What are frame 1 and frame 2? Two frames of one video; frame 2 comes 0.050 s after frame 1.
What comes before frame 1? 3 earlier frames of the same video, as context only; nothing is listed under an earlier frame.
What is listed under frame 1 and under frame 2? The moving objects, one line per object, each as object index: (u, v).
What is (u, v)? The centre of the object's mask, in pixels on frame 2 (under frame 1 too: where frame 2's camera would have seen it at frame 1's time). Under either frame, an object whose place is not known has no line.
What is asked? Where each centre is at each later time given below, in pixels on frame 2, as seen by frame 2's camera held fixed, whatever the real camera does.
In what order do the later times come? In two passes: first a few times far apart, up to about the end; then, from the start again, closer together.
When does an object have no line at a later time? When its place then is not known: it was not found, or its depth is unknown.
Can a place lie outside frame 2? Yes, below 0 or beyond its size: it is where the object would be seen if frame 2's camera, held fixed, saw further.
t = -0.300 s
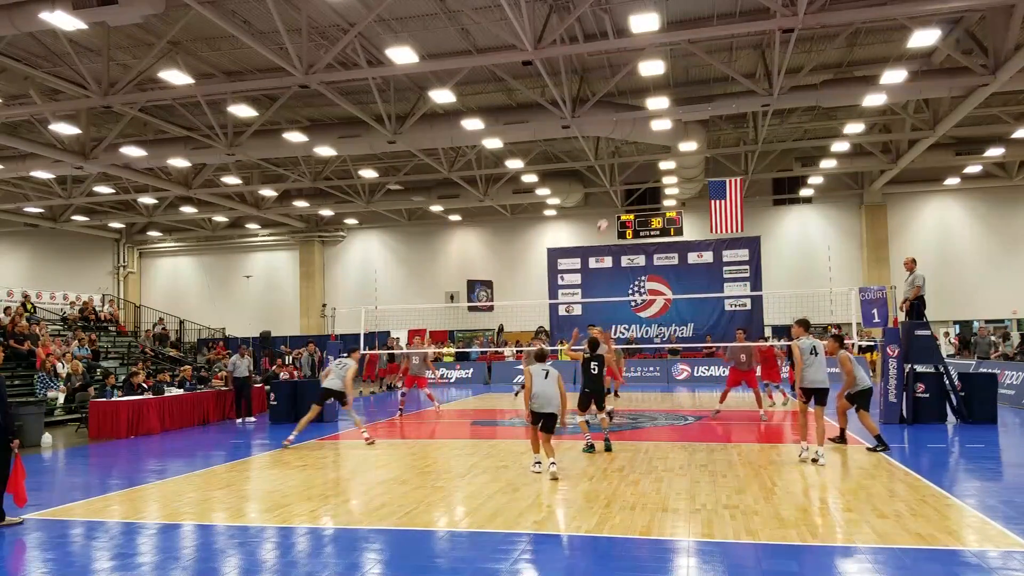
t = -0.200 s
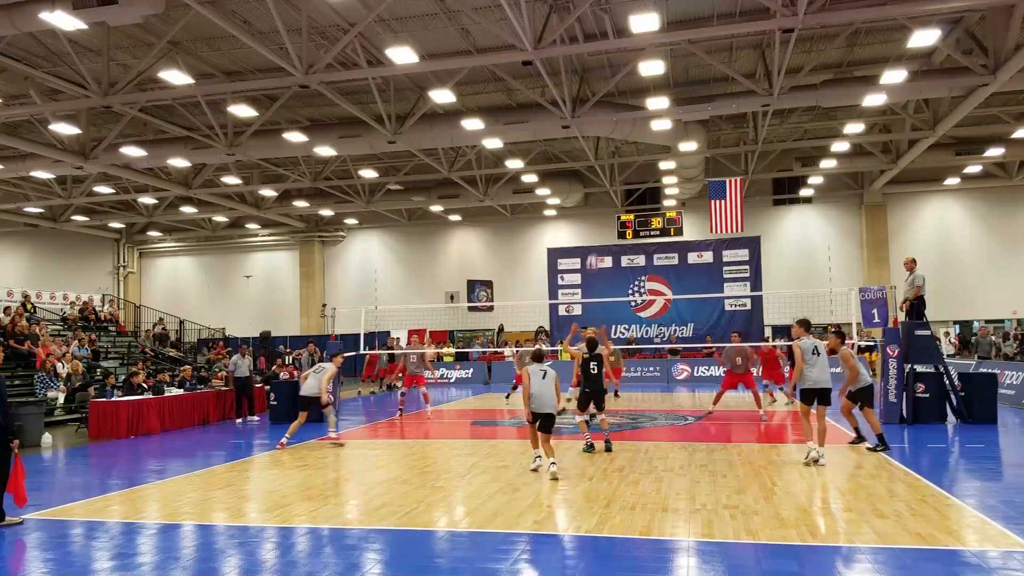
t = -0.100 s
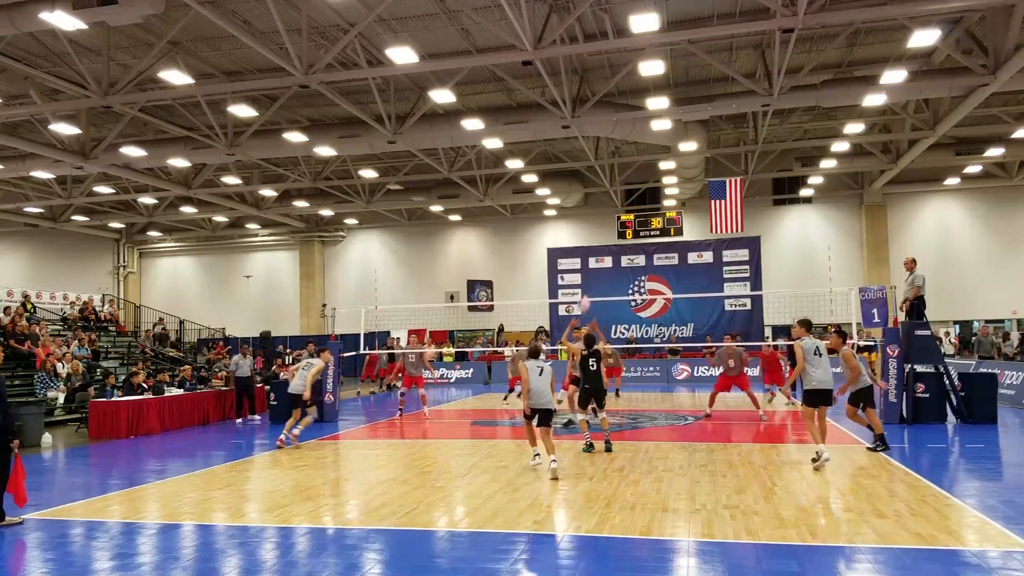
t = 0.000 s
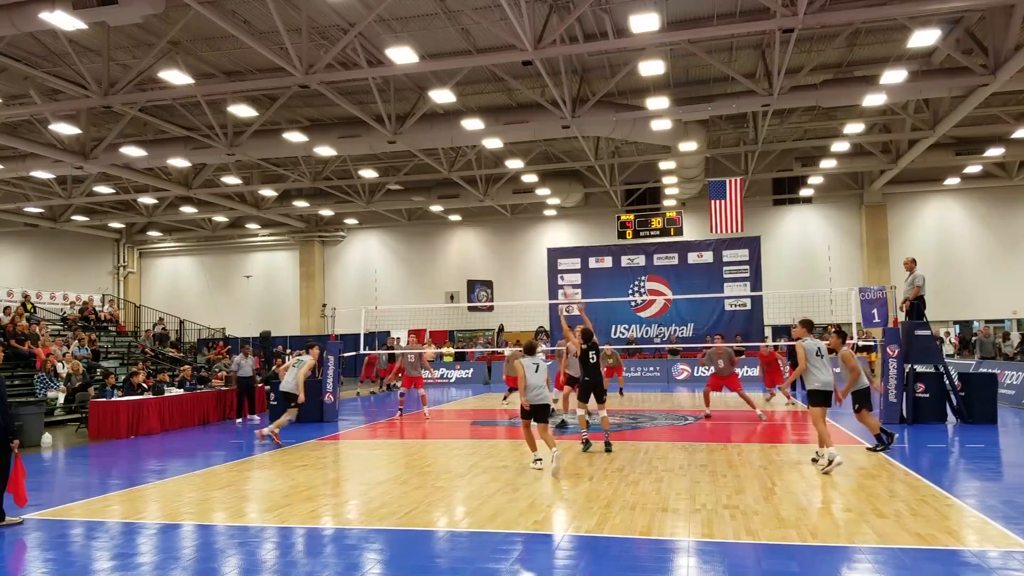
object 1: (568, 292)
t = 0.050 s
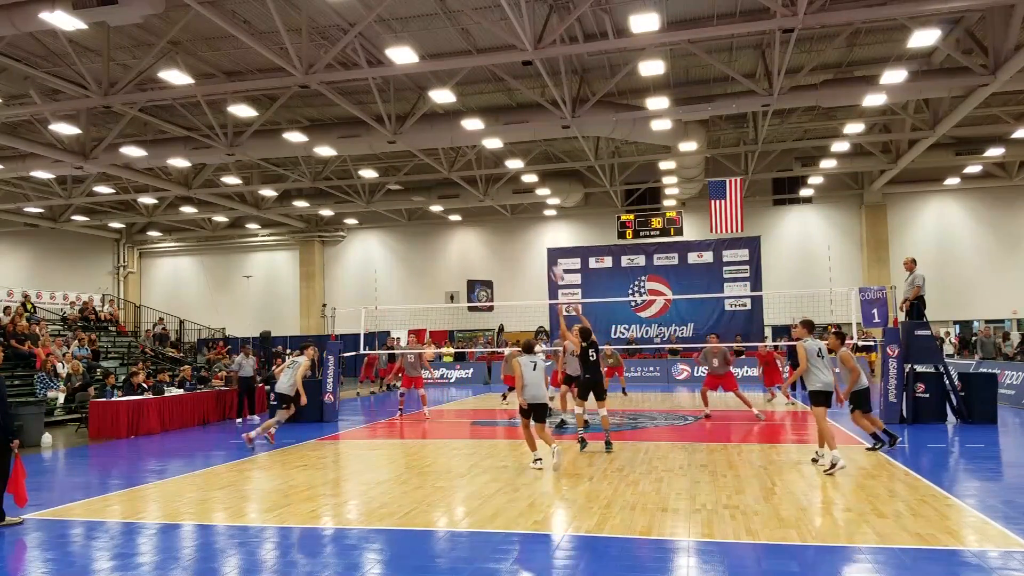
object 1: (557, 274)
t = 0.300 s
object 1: (511, 206)
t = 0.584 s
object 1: (467, 181)
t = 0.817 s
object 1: (436, 195)
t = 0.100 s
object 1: (548, 257)
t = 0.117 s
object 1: (544, 252)
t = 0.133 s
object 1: (540, 247)
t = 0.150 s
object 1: (537, 243)
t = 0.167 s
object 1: (534, 236)
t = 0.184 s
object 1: (531, 231)
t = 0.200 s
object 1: (527, 226)
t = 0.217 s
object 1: (525, 222)
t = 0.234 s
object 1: (522, 218)
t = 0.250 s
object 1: (519, 215)
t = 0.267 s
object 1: (516, 212)
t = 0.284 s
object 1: (513, 208)
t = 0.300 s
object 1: (511, 206)
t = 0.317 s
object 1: (508, 203)
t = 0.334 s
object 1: (505, 200)
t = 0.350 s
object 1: (502, 197)
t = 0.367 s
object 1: (500, 194)
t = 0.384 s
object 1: (497, 193)
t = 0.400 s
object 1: (494, 190)
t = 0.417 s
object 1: (492, 189)
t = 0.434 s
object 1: (489, 187)
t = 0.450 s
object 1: (487, 186)
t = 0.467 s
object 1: (484, 185)
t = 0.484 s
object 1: (482, 184)
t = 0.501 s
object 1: (479, 183)
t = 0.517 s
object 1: (477, 182)
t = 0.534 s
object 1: (474, 182)
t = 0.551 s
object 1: (472, 181)
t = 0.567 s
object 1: (470, 181)
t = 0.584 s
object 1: (467, 181)
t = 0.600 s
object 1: (465, 181)
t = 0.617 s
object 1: (462, 181)
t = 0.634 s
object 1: (460, 182)
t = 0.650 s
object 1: (458, 182)
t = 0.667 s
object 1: (455, 183)
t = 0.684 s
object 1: (453, 184)
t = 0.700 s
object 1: (451, 184)
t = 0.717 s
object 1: (449, 185)
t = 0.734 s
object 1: (446, 187)
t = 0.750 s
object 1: (444, 188)
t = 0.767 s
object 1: (442, 190)
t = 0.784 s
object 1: (440, 192)
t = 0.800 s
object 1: (438, 194)
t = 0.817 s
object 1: (436, 195)
